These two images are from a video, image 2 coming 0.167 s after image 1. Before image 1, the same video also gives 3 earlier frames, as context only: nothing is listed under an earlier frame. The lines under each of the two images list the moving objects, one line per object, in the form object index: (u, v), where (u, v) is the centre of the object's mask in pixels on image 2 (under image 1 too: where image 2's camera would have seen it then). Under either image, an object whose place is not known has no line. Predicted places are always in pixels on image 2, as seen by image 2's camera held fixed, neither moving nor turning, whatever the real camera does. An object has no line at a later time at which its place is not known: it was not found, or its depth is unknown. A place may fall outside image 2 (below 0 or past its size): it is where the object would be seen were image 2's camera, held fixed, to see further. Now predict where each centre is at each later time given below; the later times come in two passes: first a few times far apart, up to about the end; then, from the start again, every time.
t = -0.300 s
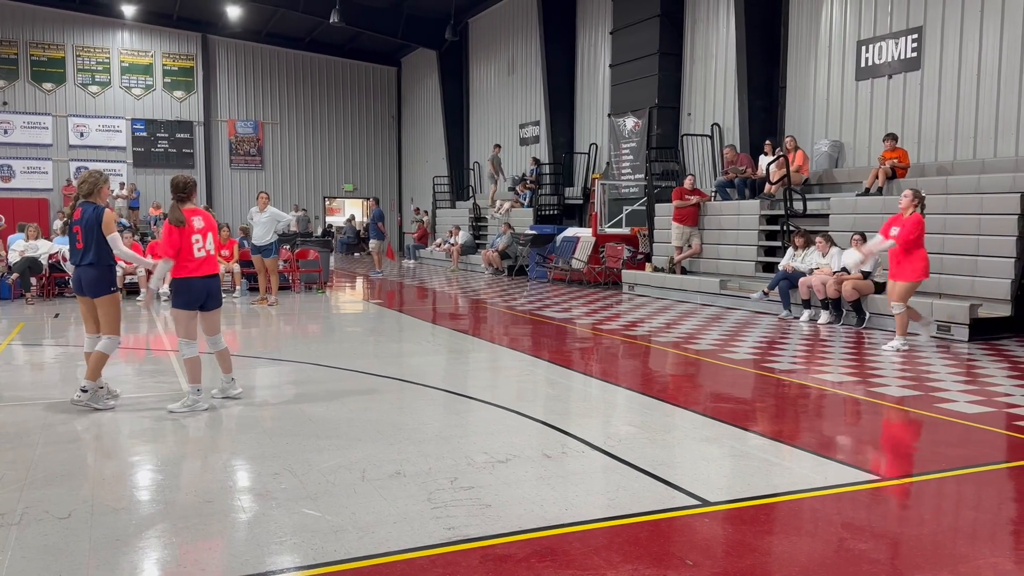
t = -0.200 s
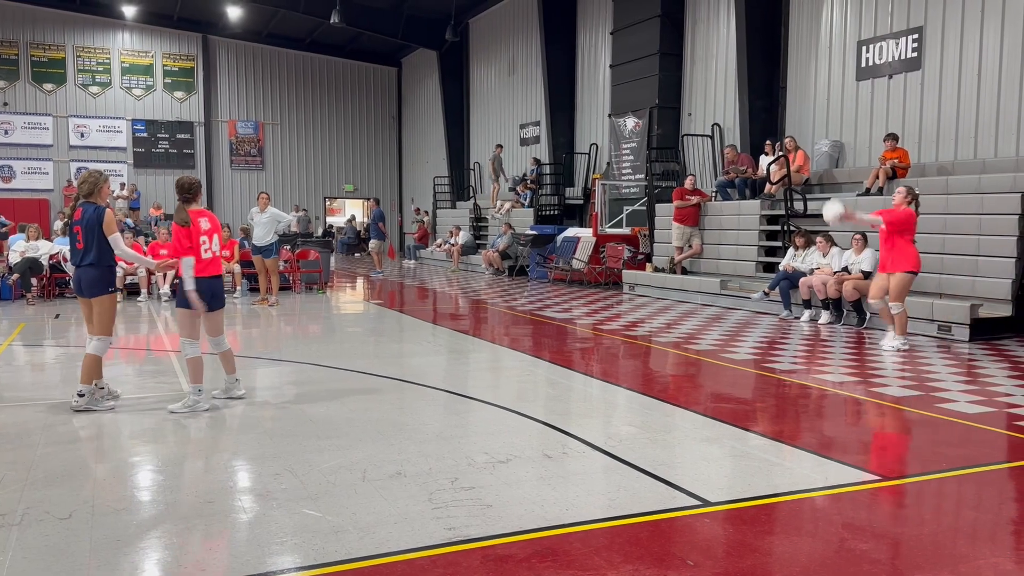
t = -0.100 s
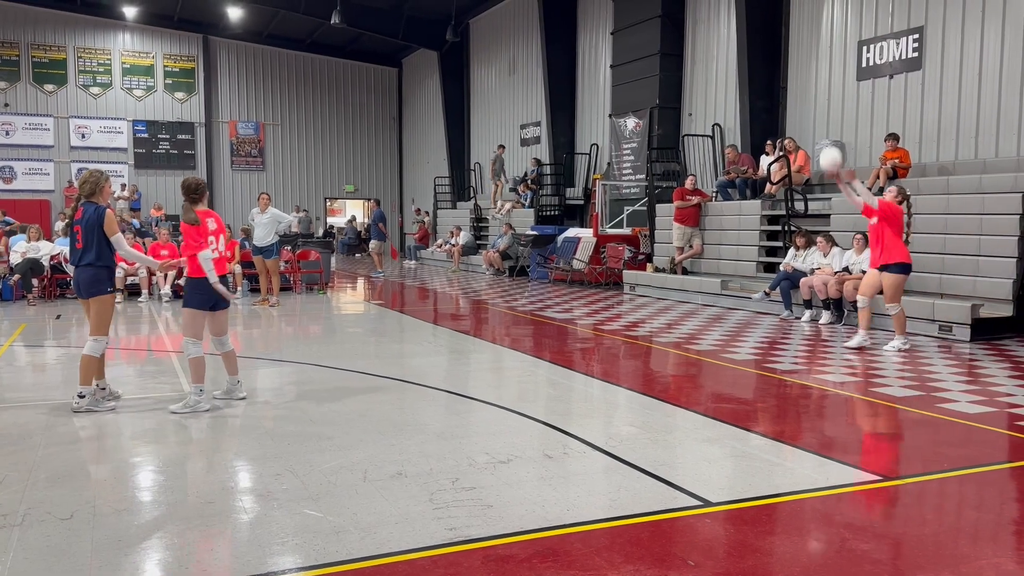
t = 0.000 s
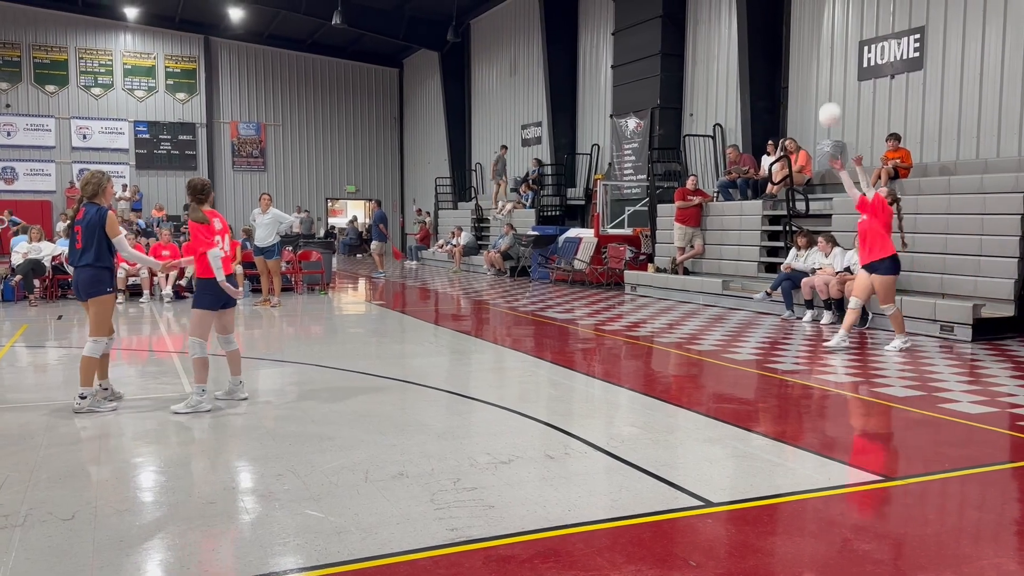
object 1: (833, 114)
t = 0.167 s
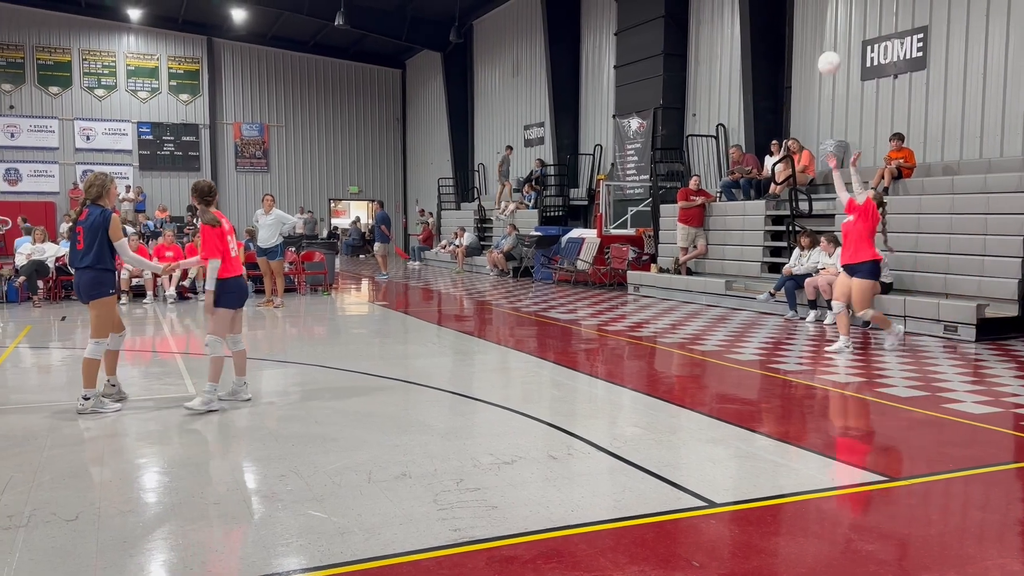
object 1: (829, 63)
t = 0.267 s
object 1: (826, 45)
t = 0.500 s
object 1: (818, 44)
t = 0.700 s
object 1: (810, 84)
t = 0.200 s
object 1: (828, 56)
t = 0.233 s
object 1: (827, 50)
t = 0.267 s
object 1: (826, 45)
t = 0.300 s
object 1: (825, 42)
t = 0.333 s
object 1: (824, 39)
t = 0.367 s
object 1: (823, 38)
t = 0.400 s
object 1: (822, 38)
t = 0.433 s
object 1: (821, 39)
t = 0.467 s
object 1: (819, 40)
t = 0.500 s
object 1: (818, 44)
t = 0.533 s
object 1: (817, 47)
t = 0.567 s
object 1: (815, 53)
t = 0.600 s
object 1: (814, 59)
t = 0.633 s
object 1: (812, 66)
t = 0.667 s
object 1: (811, 75)
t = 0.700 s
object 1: (810, 84)
